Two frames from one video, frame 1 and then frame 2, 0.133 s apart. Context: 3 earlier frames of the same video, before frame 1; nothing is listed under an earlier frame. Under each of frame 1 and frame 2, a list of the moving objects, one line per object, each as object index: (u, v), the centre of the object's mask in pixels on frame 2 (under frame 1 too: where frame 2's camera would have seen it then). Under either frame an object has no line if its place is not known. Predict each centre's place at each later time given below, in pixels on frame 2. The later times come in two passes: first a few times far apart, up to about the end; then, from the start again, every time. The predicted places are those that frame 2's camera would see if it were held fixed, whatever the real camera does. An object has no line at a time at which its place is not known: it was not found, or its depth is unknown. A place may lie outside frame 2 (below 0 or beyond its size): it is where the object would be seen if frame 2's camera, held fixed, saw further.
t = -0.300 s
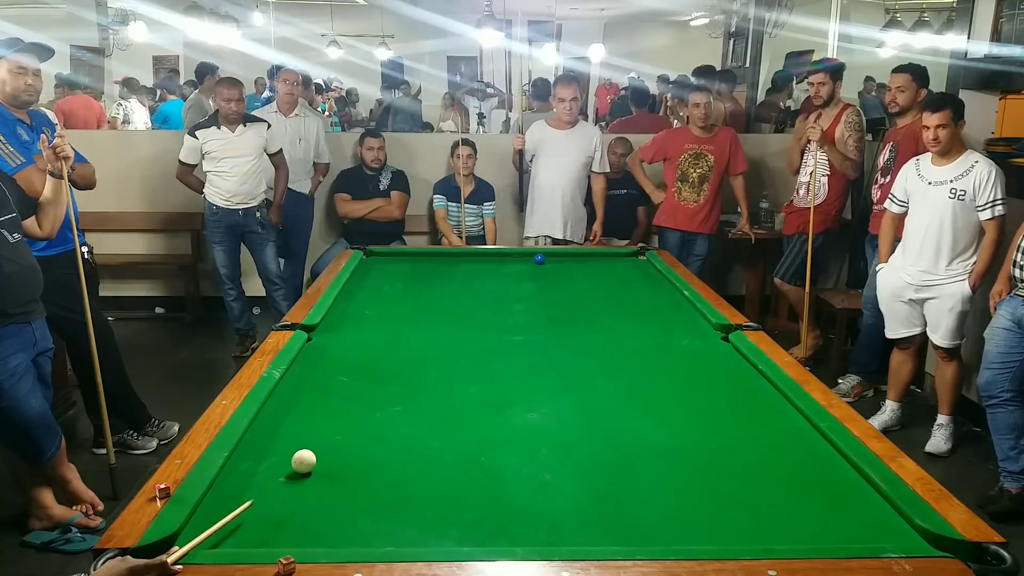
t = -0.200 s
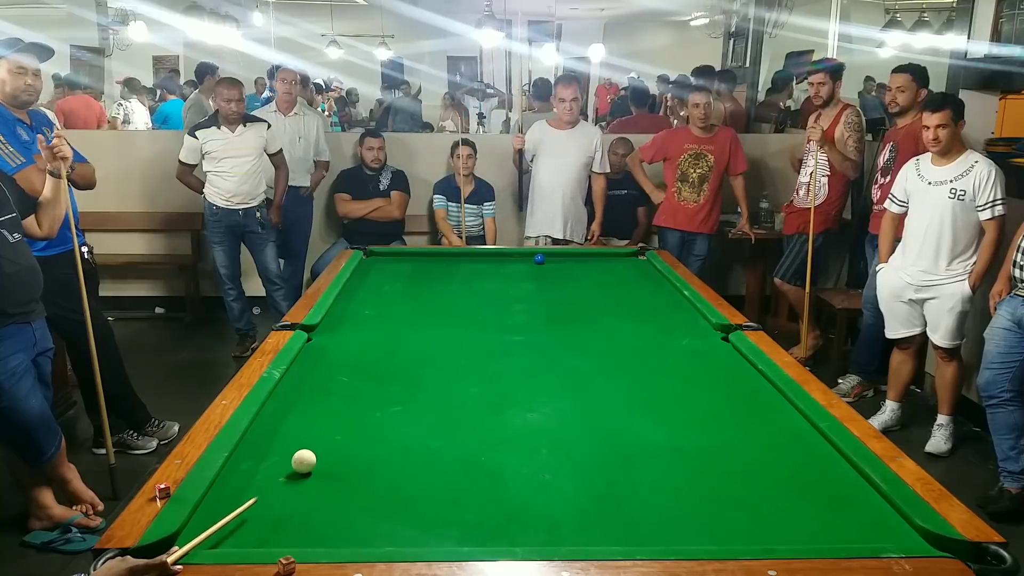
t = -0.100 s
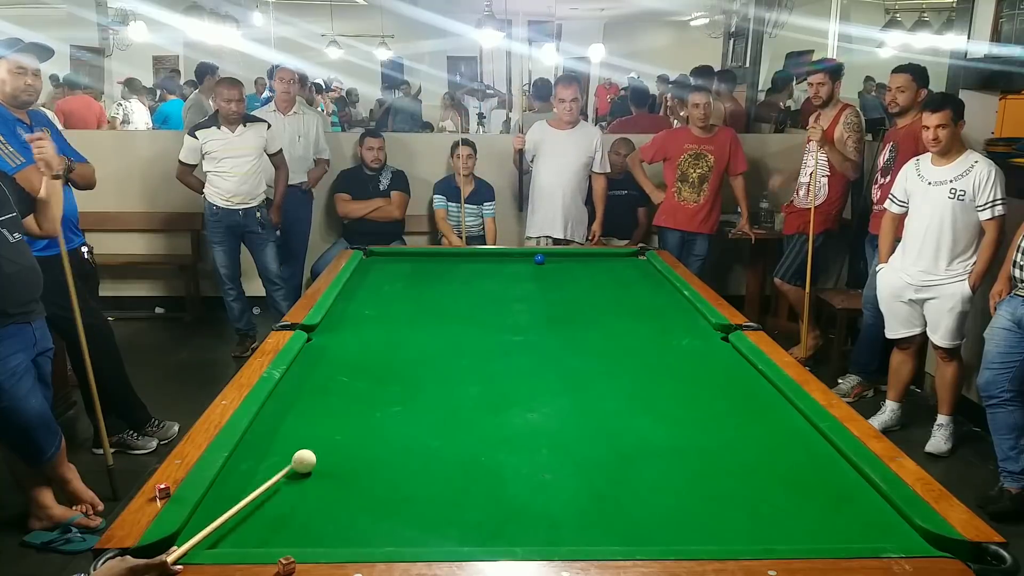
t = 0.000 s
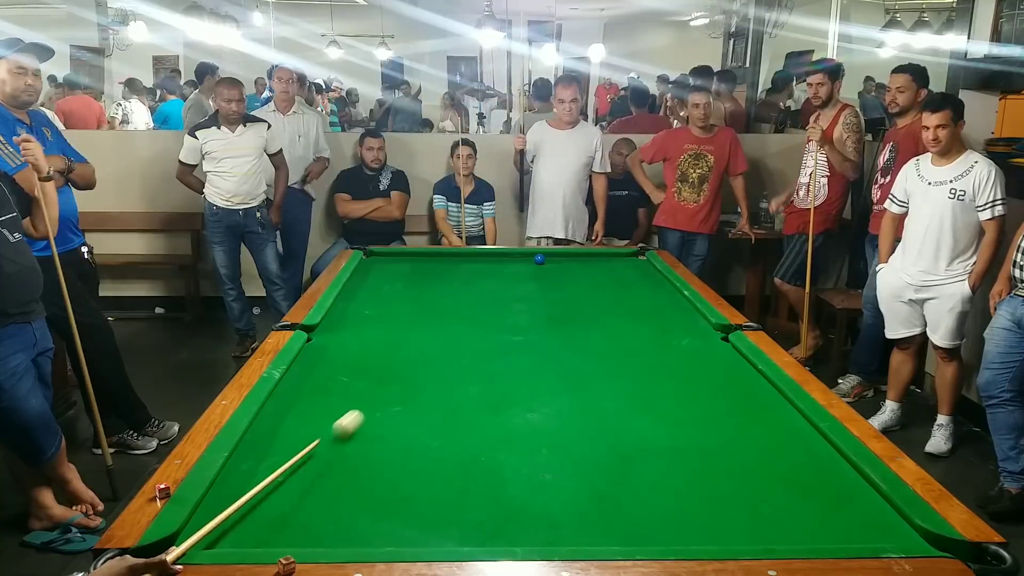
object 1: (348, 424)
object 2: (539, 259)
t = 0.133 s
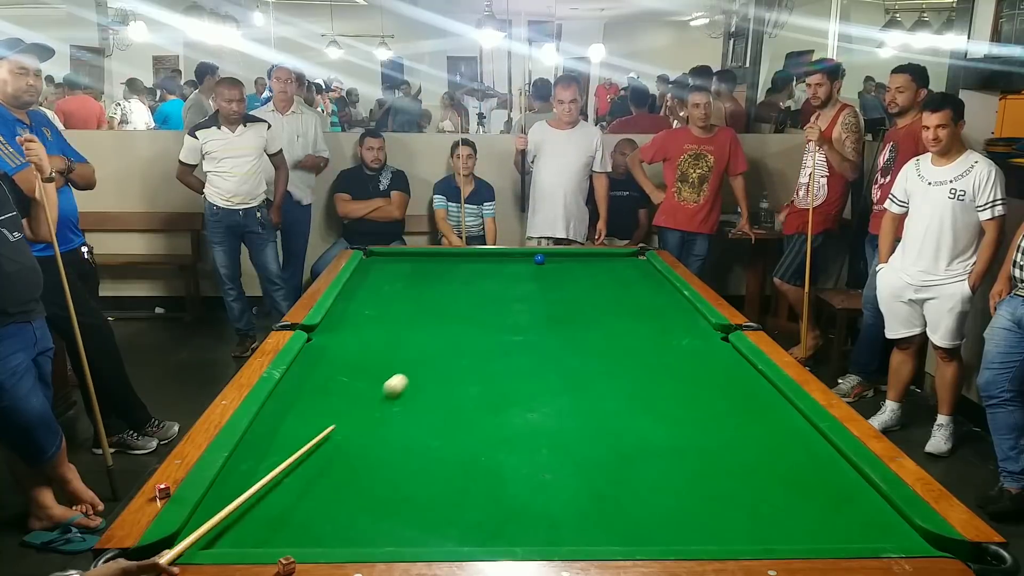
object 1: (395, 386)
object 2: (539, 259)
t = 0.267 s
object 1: (428, 358)
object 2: (539, 259)
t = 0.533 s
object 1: (478, 316)
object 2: (539, 259)
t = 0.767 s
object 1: (510, 289)
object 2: (539, 259)
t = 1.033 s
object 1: (539, 266)
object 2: (539, 256)
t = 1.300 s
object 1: (581, 255)
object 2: (525, 256)
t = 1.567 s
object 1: (616, 258)
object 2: (519, 262)
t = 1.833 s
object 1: (643, 262)
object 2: (513, 270)
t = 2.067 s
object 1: (630, 265)
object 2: (507, 276)
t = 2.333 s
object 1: (616, 268)
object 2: (501, 283)
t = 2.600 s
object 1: (603, 270)
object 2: (494, 291)
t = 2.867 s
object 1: (592, 272)
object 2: (488, 298)
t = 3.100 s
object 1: (582, 274)
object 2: (483, 304)
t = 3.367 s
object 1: (573, 276)
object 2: (477, 311)
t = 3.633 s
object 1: (565, 278)
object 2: (472, 318)
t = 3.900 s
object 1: (559, 279)
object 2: (467, 324)
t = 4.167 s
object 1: (554, 280)
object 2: (463, 330)
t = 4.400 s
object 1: (551, 281)
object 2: (460, 336)
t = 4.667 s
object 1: (550, 282)
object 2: (457, 340)
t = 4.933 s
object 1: (549, 282)
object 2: (454, 345)
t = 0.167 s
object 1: (404, 378)
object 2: (539, 259)
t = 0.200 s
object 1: (413, 371)
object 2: (539, 259)
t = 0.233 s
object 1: (421, 364)
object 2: (539, 259)
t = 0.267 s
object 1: (428, 358)
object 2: (539, 259)
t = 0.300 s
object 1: (436, 351)
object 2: (539, 259)
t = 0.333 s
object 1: (442, 346)
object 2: (539, 259)
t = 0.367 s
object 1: (449, 340)
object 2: (539, 259)
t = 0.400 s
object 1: (455, 335)
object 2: (539, 259)
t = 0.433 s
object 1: (461, 330)
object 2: (539, 259)
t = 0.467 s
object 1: (467, 325)
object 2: (539, 259)
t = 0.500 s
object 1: (473, 320)
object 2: (539, 259)
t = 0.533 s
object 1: (478, 316)
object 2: (539, 259)
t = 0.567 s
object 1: (483, 311)
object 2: (539, 259)
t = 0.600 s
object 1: (488, 307)
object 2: (539, 259)
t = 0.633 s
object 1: (493, 303)
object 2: (539, 259)
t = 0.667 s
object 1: (497, 300)
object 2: (539, 259)
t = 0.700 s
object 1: (502, 296)
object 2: (539, 259)
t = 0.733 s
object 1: (506, 292)
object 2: (539, 259)
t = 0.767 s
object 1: (510, 289)
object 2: (539, 259)
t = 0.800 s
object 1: (514, 286)
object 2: (539, 259)
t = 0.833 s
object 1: (518, 282)
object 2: (539, 259)
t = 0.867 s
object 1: (522, 279)
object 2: (539, 259)
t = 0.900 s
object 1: (525, 276)
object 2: (539, 259)
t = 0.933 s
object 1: (529, 274)
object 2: (539, 259)
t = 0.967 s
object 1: (532, 271)
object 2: (539, 259)
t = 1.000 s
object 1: (535, 268)
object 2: (539, 258)
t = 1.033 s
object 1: (539, 266)
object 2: (539, 256)
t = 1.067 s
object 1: (542, 263)
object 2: (538, 256)
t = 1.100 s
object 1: (546, 261)
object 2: (537, 257)
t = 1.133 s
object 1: (552, 260)
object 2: (535, 257)
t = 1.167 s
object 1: (559, 259)
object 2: (532, 256)
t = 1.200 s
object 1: (565, 258)
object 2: (529, 255)
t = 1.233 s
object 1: (571, 257)
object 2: (527, 255)
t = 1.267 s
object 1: (576, 256)
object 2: (526, 255)
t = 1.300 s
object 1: (581, 255)
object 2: (525, 256)
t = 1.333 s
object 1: (587, 254)
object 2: (525, 256)
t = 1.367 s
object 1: (591, 254)
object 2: (524, 257)
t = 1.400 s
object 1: (595, 255)
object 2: (523, 258)
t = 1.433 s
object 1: (599, 256)
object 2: (522, 259)
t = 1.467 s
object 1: (604, 256)
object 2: (521, 260)
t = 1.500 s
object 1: (608, 257)
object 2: (521, 260)
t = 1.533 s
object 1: (612, 258)
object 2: (520, 262)
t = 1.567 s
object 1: (616, 258)
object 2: (519, 262)
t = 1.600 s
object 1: (621, 259)
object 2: (518, 263)
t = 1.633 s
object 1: (625, 259)
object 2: (517, 264)
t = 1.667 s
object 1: (629, 260)
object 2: (516, 265)
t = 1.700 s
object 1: (633, 260)
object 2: (516, 266)
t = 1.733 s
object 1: (638, 261)
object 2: (515, 266)
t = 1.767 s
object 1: (642, 261)
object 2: (514, 268)
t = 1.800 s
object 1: (645, 262)
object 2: (513, 269)
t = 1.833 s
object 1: (643, 262)
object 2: (513, 270)
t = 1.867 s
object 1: (641, 262)
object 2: (512, 271)
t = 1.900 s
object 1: (639, 263)
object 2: (511, 271)
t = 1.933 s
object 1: (638, 263)
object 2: (510, 272)
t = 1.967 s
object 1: (636, 264)
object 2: (509, 273)
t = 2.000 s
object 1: (634, 264)
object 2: (509, 274)
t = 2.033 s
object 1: (632, 264)
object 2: (508, 275)
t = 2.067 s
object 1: (630, 265)
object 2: (507, 276)
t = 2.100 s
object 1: (629, 265)
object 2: (506, 277)
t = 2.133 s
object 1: (627, 266)
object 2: (505, 278)
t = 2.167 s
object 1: (625, 266)
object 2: (505, 279)
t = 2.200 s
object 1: (623, 266)
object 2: (504, 280)
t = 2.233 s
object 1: (621, 267)
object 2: (503, 281)
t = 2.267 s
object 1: (620, 267)
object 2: (502, 282)
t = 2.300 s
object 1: (618, 267)
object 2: (501, 283)
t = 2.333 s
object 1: (616, 268)
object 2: (501, 283)
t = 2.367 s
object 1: (615, 268)
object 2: (500, 284)
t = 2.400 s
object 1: (613, 268)
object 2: (499, 285)
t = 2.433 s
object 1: (611, 269)
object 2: (498, 286)
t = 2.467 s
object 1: (610, 269)
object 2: (498, 287)
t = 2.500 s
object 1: (608, 269)
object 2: (497, 288)
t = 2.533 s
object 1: (606, 269)
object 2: (496, 289)
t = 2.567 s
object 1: (605, 270)
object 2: (495, 290)
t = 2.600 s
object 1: (603, 270)
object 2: (494, 291)
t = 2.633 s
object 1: (602, 270)
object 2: (494, 292)
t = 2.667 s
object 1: (600, 271)
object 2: (493, 293)
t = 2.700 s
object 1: (599, 271)
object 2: (492, 294)
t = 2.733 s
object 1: (597, 271)
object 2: (491, 294)
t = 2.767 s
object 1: (596, 271)
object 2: (491, 295)
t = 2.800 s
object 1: (595, 272)
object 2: (490, 296)
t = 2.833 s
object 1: (593, 272)
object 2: (489, 297)
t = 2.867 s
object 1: (592, 272)
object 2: (488, 298)
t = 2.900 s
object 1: (590, 273)
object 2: (488, 299)
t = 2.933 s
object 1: (589, 273)
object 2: (487, 300)
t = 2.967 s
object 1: (587, 273)
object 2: (486, 301)
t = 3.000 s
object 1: (586, 273)
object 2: (485, 301)
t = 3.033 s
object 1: (585, 274)
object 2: (485, 302)
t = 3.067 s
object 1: (583, 274)
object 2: (484, 303)
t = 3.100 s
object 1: (582, 274)
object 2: (483, 304)
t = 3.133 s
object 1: (581, 274)
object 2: (482, 305)
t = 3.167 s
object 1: (580, 275)
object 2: (482, 306)
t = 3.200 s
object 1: (579, 275)
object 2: (481, 307)
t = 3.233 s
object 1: (577, 275)
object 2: (480, 307)
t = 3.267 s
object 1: (576, 275)
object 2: (479, 308)
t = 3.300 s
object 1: (575, 276)
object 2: (479, 309)
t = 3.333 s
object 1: (574, 276)
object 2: (478, 310)
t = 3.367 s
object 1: (573, 276)
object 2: (477, 311)
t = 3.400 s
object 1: (572, 276)
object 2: (477, 312)
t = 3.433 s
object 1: (571, 276)
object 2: (476, 313)
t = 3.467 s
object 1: (570, 277)
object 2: (475, 314)
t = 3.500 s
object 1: (569, 277)
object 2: (475, 314)
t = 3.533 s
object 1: (568, 277)
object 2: (474, 315)
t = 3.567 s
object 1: (567, 277)
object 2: (473, 316)
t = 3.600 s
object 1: (566, 278)
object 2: (473, 317)
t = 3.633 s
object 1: (565, 278)
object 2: (472, 318)
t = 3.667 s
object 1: (564, 278)
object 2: (471, 318)
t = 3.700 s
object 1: (563, 278)
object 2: (471, 319)
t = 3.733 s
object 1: (563, 278)
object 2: (470, 320)
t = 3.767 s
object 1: (562, 279)
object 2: (470, 321)
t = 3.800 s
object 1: (561, 279)
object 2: (469, 322)
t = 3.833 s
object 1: (560, 279)
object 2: (469, 323)
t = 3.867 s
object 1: (559, 279)
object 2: (468, 324)
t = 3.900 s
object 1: (559, 279)
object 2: (467, 324)
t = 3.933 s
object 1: (558, 280)
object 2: (467, 325)
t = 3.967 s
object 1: (557, 280)
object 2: (466, 326)
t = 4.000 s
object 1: (557, 280)
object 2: (466, 326)
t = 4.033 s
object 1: (556, 280)
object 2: (465, 327)
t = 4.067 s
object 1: (556, 280)
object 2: (465, 328)
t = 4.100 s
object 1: (555, 280)
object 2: (464, 329)
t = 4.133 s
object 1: (555, 280)
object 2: (464, 329)
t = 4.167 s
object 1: (554, 280)
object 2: (463, 330)
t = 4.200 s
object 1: (554, 281)
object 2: (463, 331)
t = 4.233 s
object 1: (553, 281)
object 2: (462, 332)
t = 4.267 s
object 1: (553, 281)
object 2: (462, 333)
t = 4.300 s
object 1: (553, 281)
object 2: (461, 333)
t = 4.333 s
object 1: (552, 281)
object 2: (461, 334)
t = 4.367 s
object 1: (552, 281)
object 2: (460, 335)
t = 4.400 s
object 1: (551, 281)
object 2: (460, 336)
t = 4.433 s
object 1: (551, 281)
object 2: (459, 336)
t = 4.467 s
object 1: (551, 281)
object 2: (459, 337)
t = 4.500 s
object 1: (551, 281)
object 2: (458, 338)
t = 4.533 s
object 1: (550, 281)
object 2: (458, 338)
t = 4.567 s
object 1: (550, 281)
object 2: (458, 339)
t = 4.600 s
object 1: (550, 281)
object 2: (458, 340)
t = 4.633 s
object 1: (550, 282)
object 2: (457, 340)
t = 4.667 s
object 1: (550, 282)
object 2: (457, 340)
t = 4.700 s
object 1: (549, 282)
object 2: (456, 342)
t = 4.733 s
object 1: (549, 282)
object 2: (456, 342)
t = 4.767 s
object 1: (549, 282)
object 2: (456, 342)
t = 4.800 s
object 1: (549, 282)
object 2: (455, 343)
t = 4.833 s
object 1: (549, 282)
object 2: (455, 343)
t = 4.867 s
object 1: (549, 282)
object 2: (455, 344)
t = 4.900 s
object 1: (549, 282)
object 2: (454, 345)
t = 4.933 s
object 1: (549, 282)
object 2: (454, 345)
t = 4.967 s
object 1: (549, 282)
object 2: (454, 346)
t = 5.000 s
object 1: (549, 282)
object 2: (453, 347)
